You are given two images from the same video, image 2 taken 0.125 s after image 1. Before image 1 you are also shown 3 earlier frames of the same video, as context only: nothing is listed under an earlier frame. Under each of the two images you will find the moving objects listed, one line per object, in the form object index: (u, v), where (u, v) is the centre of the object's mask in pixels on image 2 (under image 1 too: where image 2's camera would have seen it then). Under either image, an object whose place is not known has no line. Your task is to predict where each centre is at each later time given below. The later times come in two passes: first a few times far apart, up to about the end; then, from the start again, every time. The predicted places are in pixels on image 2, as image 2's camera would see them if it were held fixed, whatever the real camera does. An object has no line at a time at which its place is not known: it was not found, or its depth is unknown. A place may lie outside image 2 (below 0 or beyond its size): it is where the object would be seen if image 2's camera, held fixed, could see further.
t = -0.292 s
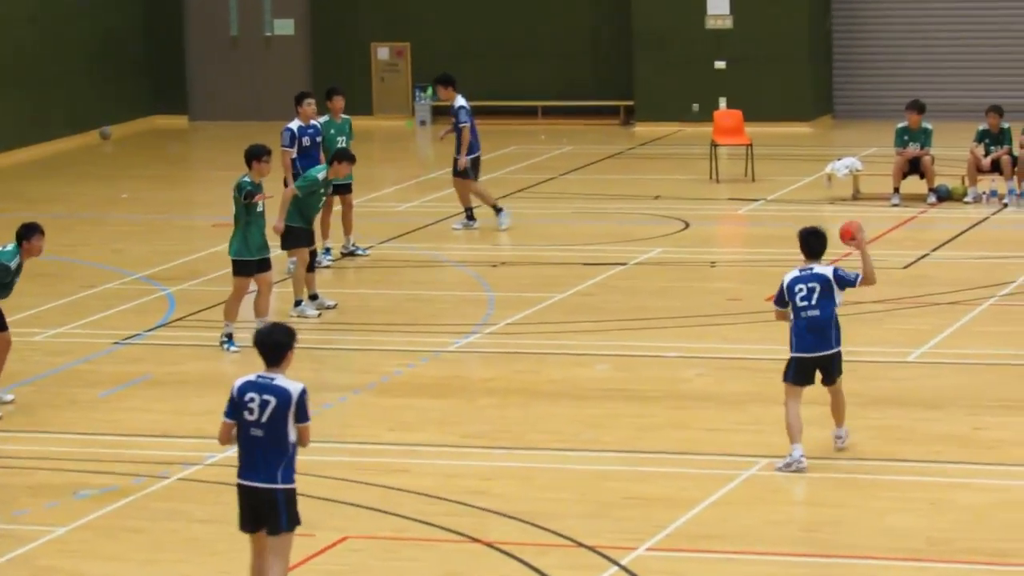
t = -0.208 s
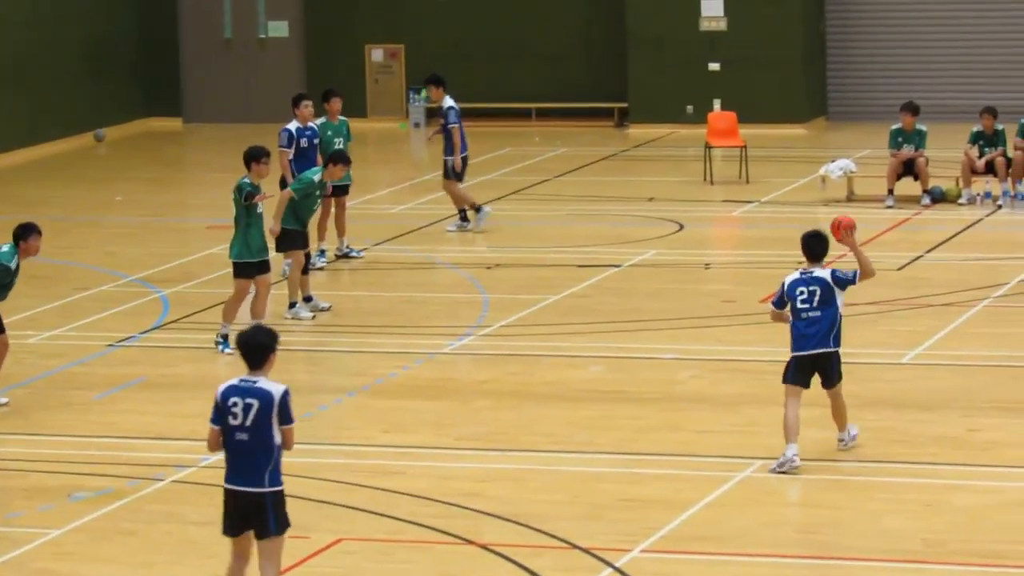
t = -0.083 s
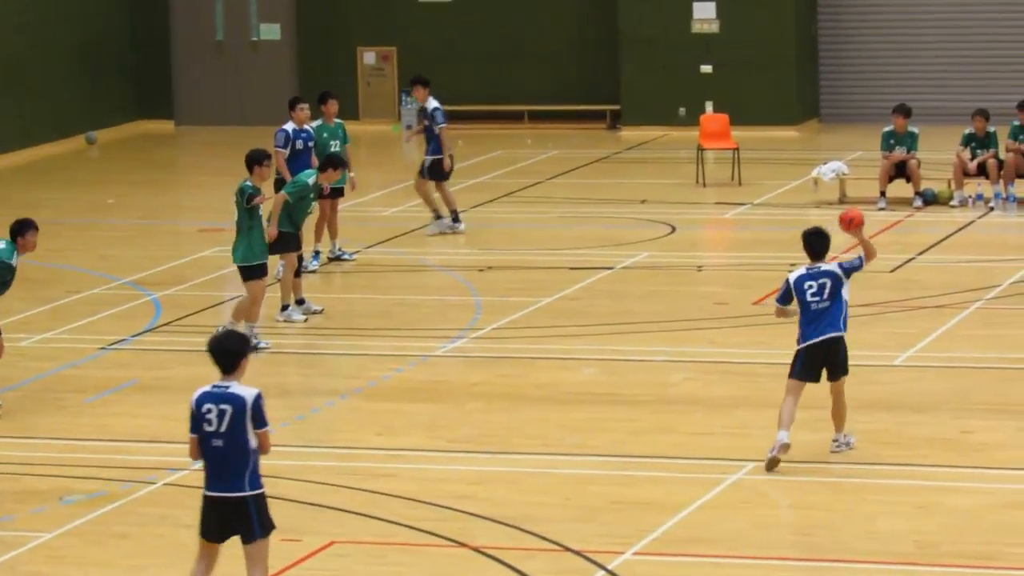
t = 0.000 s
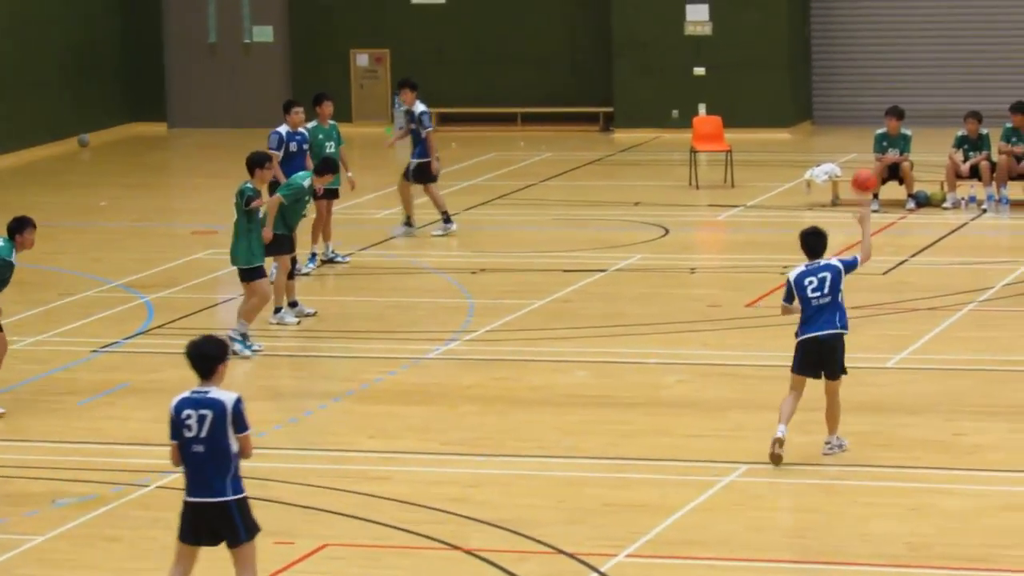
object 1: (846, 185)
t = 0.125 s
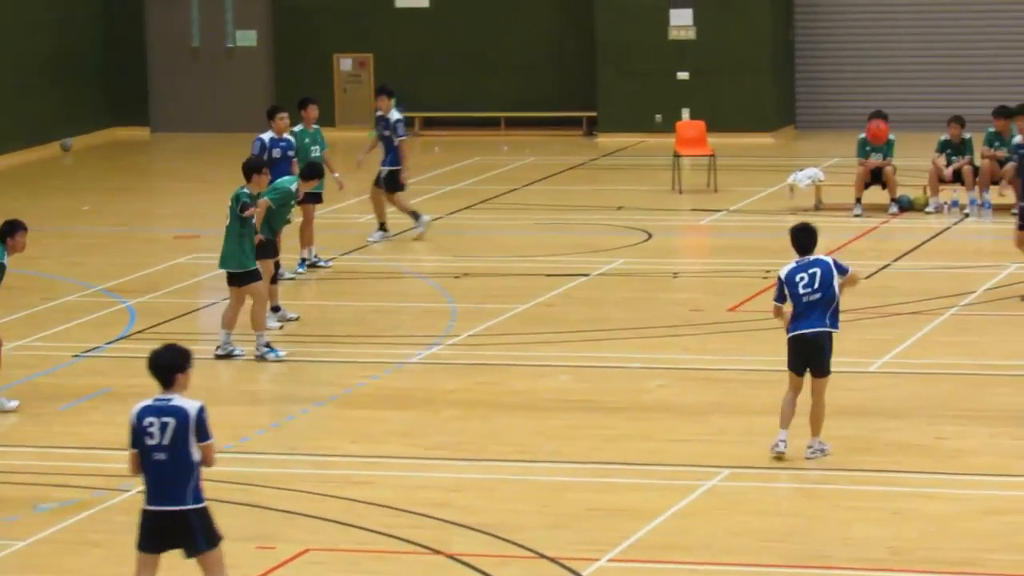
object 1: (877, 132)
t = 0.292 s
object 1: (915, 92)
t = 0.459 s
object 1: (950, 85)
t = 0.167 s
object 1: (887, 118)
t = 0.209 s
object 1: (897, 107)
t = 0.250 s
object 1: (906, 98)
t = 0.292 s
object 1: (915, 92)
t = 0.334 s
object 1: (924, 87)
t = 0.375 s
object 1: (933, 85)
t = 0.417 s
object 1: (942, 84)
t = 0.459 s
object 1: (950, 85)
